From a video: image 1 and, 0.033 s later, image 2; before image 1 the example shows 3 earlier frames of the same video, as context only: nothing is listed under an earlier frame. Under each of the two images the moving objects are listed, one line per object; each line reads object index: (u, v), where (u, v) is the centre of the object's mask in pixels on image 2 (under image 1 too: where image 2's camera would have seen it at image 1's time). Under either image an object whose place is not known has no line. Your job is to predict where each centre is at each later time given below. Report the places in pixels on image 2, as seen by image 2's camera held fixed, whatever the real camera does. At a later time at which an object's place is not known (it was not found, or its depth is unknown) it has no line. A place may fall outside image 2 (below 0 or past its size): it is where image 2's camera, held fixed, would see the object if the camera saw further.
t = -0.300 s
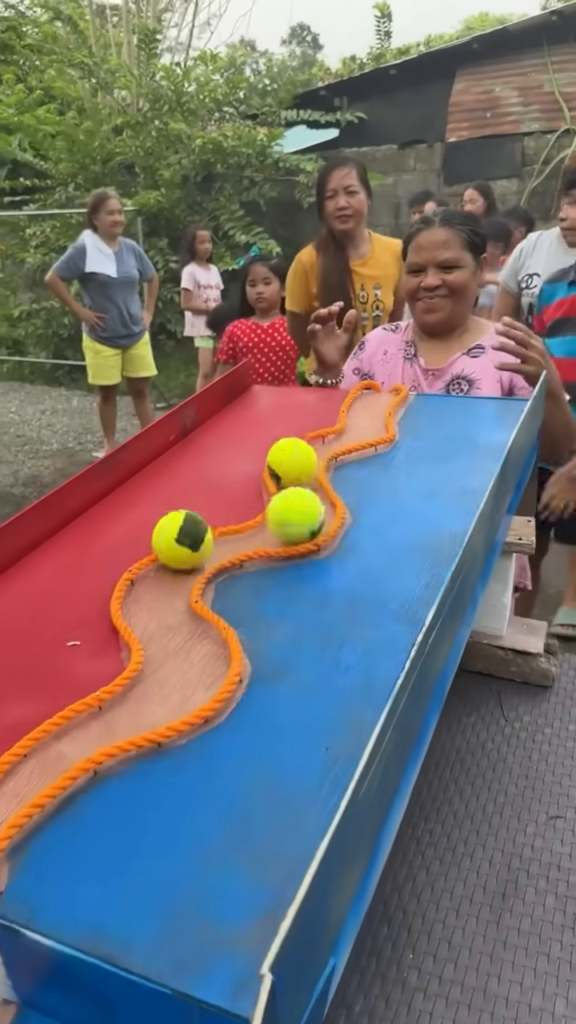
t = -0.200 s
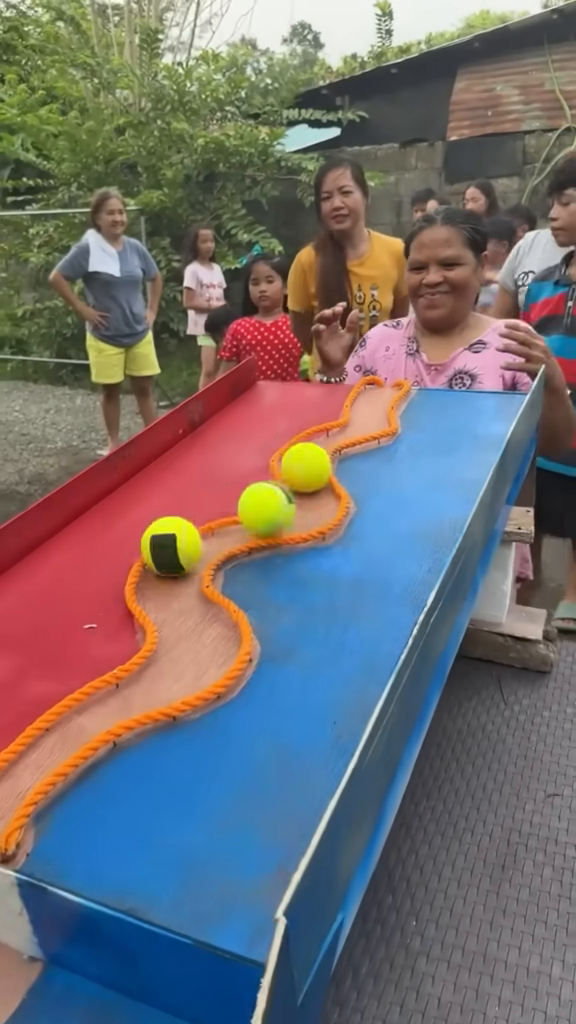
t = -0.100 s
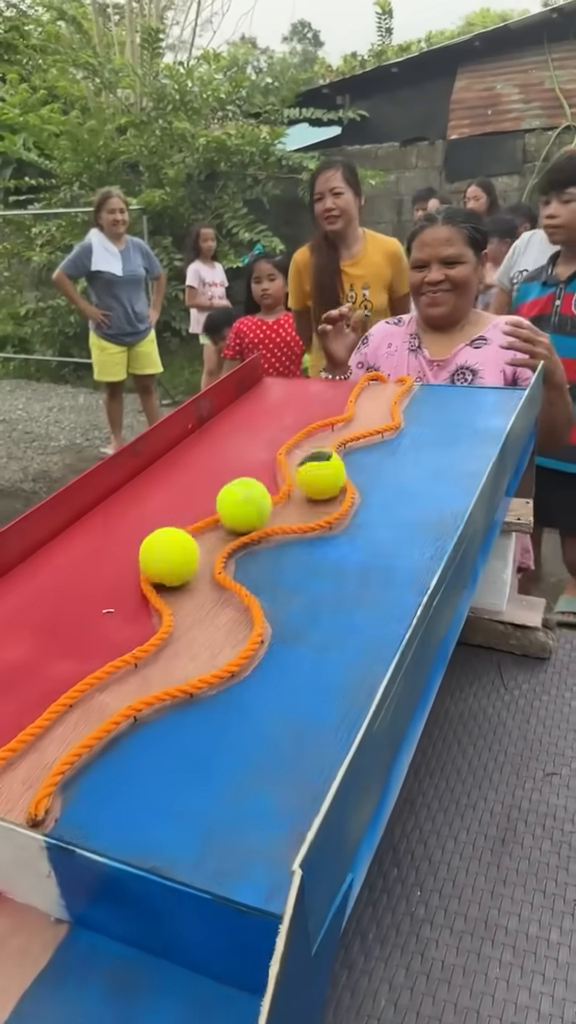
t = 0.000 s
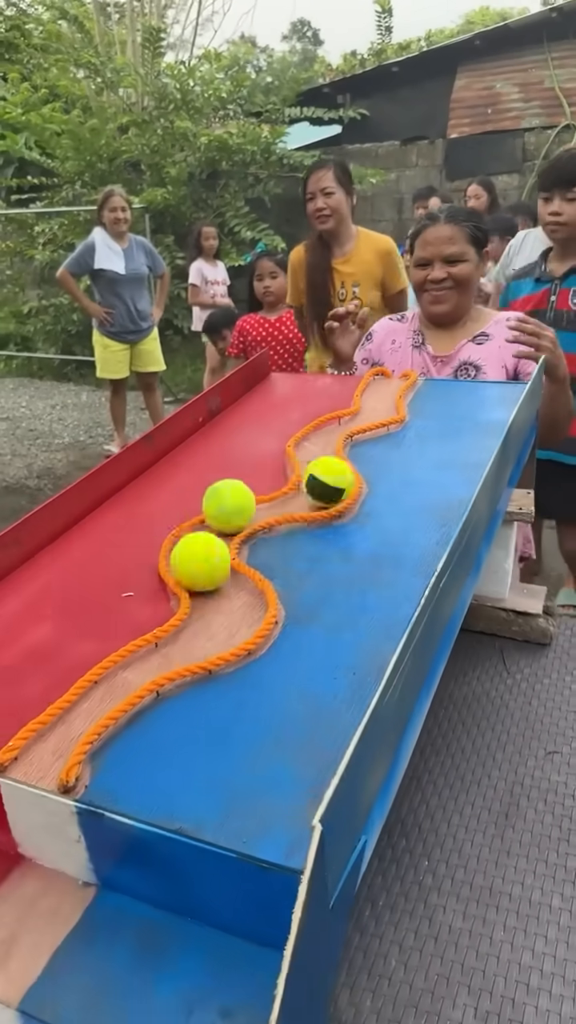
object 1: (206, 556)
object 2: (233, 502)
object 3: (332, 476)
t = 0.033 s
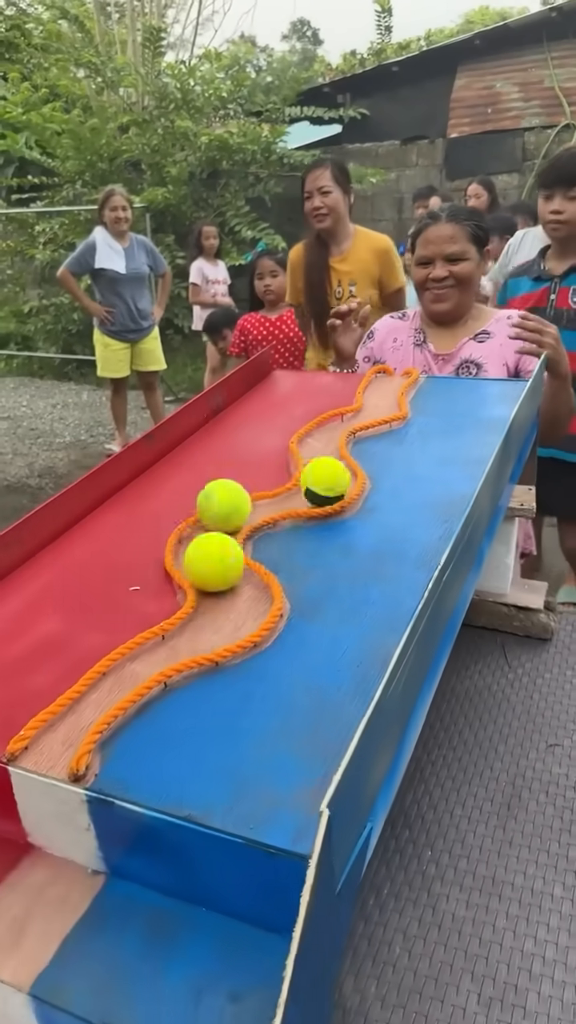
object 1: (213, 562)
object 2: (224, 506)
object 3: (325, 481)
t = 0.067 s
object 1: (220, 570)
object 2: (213, 511)
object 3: (315, 484)
